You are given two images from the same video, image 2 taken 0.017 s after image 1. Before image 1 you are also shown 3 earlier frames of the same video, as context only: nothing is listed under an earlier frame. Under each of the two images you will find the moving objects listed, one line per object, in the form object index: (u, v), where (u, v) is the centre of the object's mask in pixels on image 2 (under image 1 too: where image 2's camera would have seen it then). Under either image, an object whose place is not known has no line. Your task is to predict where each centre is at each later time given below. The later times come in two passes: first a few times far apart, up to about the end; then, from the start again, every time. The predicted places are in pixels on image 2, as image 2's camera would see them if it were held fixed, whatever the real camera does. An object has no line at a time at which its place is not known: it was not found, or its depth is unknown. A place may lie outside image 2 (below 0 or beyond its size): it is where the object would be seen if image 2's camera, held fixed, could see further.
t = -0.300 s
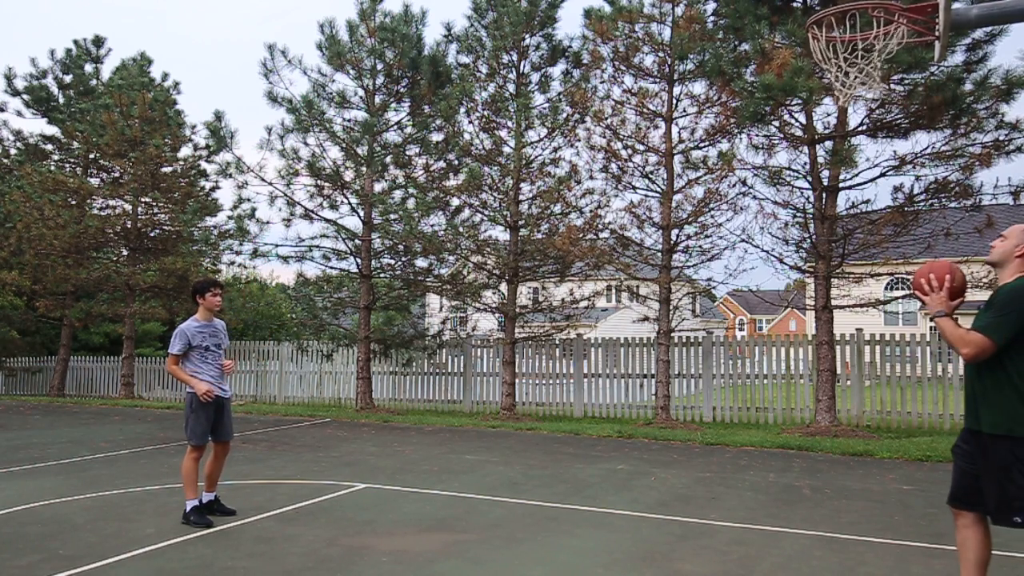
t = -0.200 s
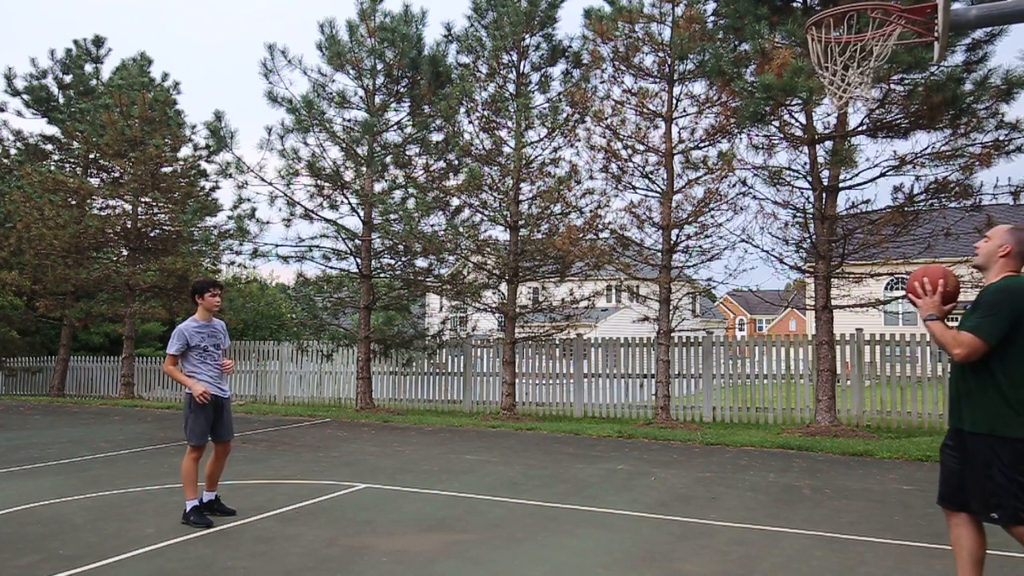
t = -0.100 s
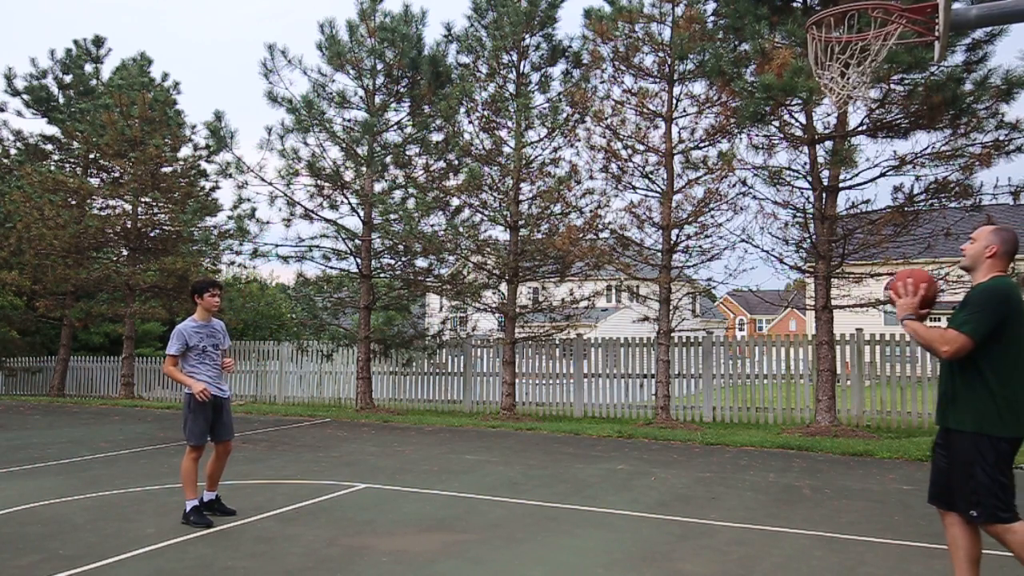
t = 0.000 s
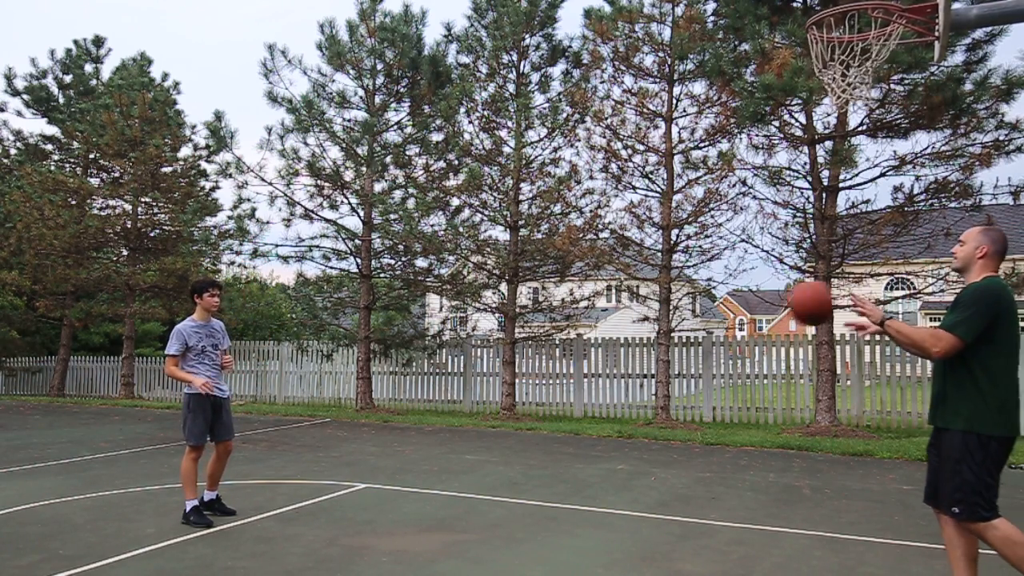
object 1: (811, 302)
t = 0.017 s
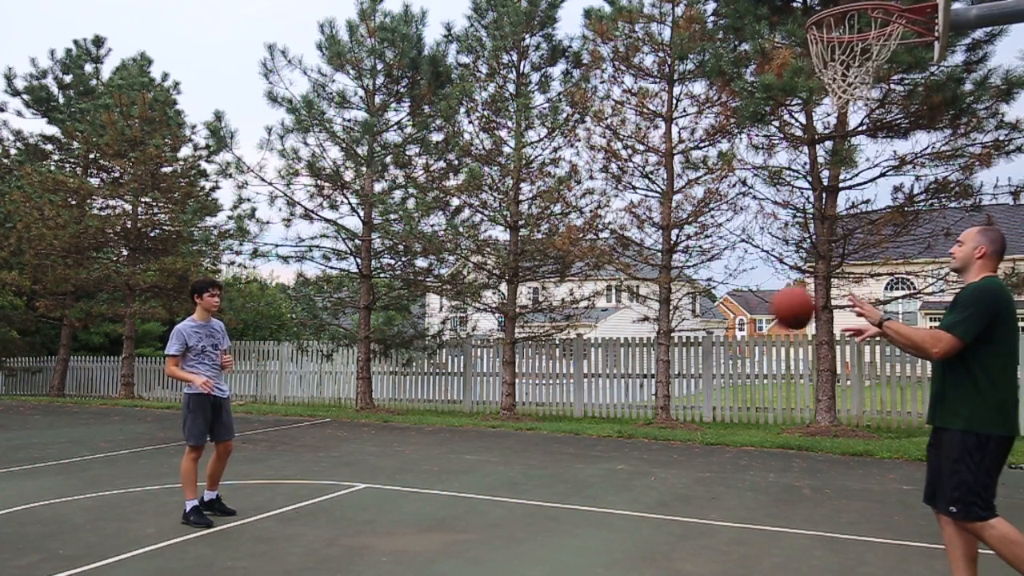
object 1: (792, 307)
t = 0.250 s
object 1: (575, 409)
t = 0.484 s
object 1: (414, 501)
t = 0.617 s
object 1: (361, 426)
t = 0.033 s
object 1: (775, 311)
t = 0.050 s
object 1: (759, 317)
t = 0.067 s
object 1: (742, 322)
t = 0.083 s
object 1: (724, 328)
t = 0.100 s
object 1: (710, 334)
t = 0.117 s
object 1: (693, 341)
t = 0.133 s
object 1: (677, 348)
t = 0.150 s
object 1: (663, 355)
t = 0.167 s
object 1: (648, 363)
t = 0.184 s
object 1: (632, 373)
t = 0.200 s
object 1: (617, 381)
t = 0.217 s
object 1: (603, 390)
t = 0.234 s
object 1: (589, 399)
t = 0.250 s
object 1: (575, 409)
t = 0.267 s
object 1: (561, 419)
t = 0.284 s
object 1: (547, 429)
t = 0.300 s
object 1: (534, 439)
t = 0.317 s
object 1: (521, 450)
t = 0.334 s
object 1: (508, 461)
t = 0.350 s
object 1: (496, 472)
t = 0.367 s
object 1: (483, 484)
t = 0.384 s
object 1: (471, 496)
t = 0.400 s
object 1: (458, 510)
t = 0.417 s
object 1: (447, 522)
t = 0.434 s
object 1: (435, 535)
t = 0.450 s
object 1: (428, 525)
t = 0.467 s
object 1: (421, 513)
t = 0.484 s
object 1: (414, 501)
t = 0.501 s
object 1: (407, 490)
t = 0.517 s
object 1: (400, 479)
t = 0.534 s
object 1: (394, 469)
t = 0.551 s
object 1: (387, 460)
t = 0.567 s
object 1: (380, 450)
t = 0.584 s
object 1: (374, 442)
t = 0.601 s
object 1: (368, 434)
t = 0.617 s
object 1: (361, 426)
